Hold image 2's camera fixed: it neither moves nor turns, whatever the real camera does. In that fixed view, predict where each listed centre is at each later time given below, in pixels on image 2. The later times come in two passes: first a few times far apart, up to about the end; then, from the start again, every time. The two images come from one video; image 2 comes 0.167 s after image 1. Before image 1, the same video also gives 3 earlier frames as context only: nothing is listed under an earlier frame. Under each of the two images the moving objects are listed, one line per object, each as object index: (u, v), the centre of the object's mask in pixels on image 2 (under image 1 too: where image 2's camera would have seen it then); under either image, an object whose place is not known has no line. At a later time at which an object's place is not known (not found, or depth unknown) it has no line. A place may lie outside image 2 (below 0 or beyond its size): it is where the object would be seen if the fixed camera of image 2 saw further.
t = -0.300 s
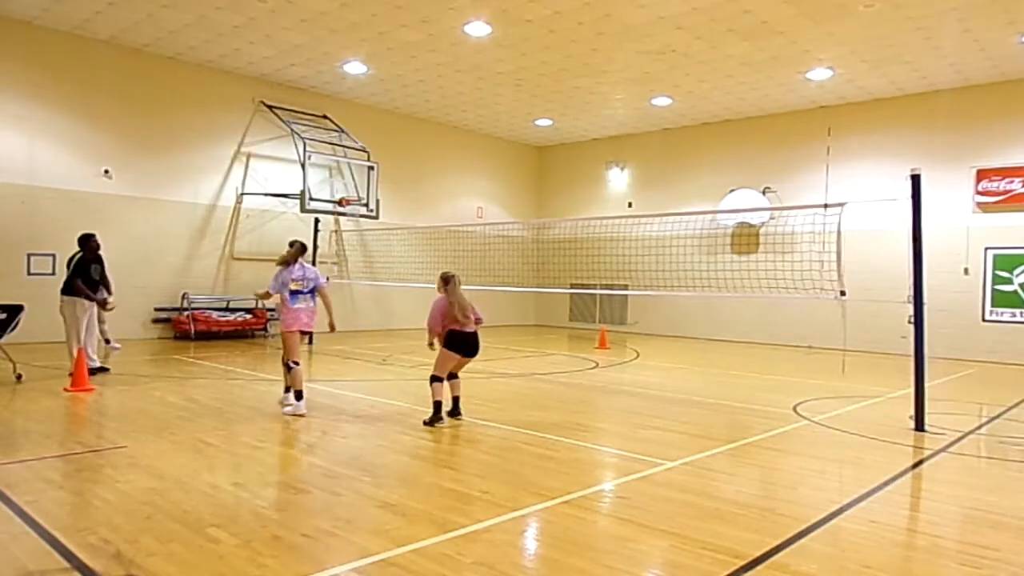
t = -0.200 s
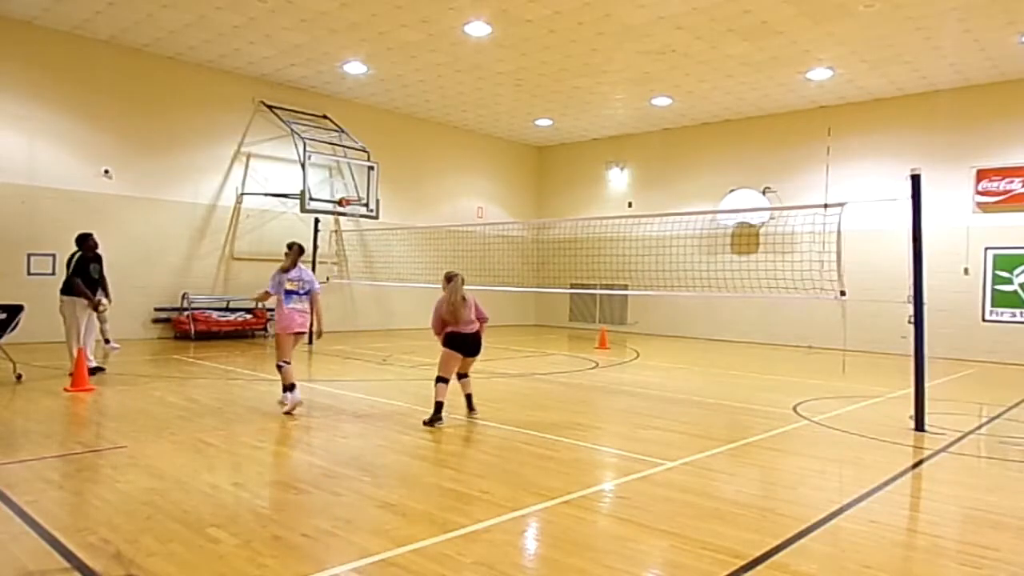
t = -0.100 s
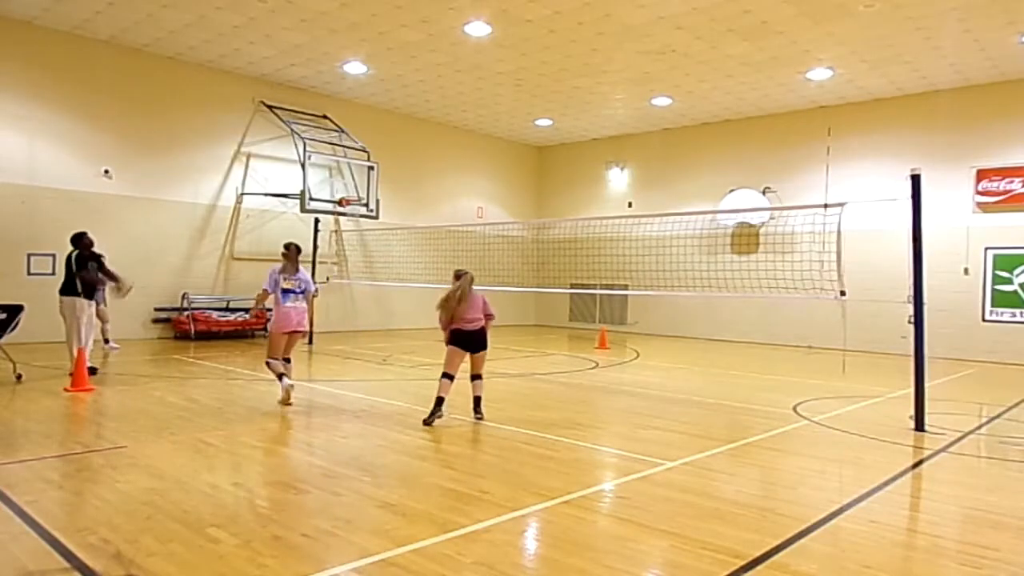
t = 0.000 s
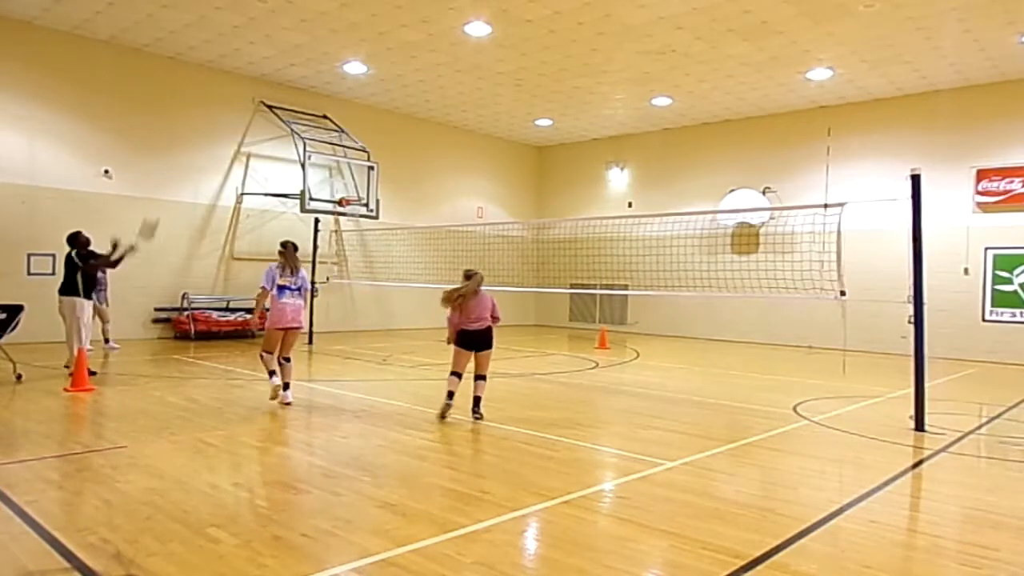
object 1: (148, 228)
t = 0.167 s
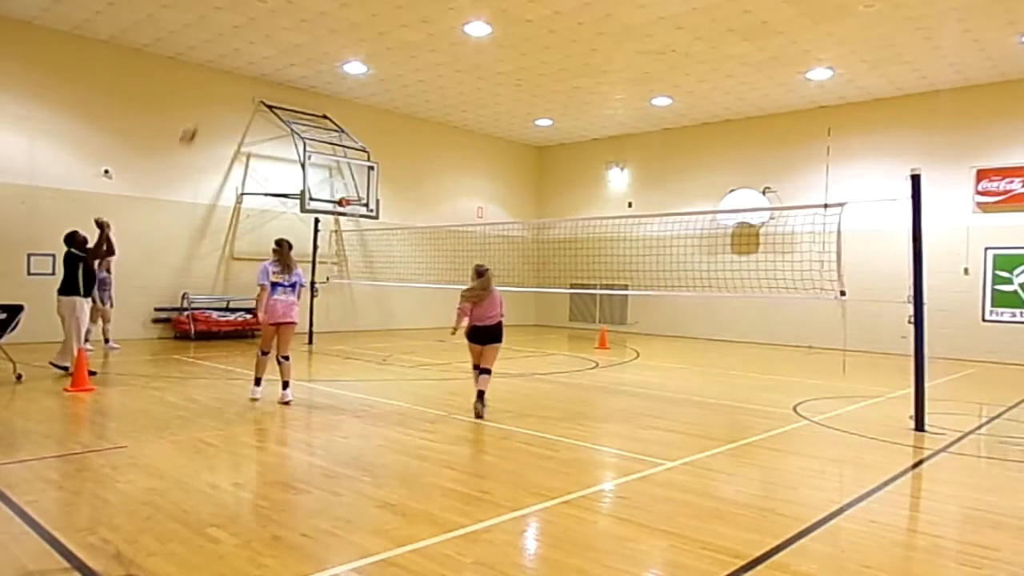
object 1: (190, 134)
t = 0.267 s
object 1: (212, 87)
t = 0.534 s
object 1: (269, 12)
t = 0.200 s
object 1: (199, 116)
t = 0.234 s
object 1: (207, 101)
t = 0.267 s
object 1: (212, 87)
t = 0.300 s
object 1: (219, 74)
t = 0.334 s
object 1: (226, 62)
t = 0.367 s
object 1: (234, 51)
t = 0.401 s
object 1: (240, 41)
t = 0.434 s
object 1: (247, 32)
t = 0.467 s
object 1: (254, 25)
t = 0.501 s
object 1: (262, 17)
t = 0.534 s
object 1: (269, 12)
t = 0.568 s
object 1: (277, 6)
